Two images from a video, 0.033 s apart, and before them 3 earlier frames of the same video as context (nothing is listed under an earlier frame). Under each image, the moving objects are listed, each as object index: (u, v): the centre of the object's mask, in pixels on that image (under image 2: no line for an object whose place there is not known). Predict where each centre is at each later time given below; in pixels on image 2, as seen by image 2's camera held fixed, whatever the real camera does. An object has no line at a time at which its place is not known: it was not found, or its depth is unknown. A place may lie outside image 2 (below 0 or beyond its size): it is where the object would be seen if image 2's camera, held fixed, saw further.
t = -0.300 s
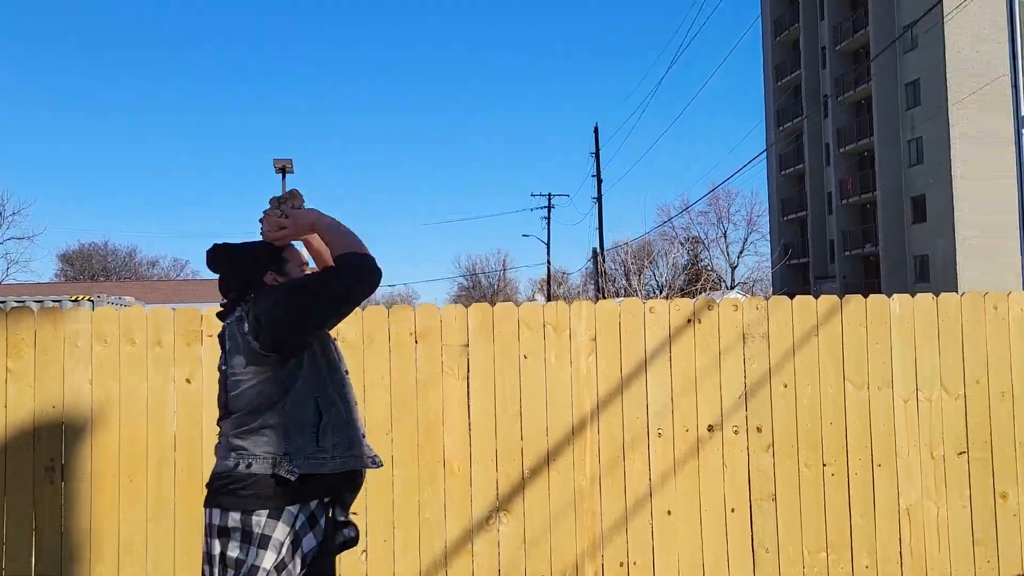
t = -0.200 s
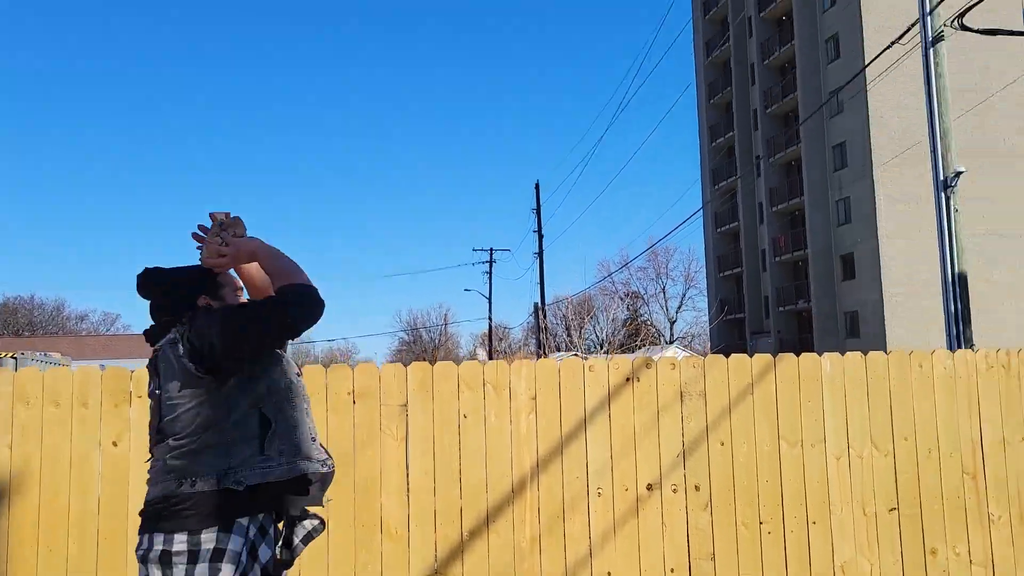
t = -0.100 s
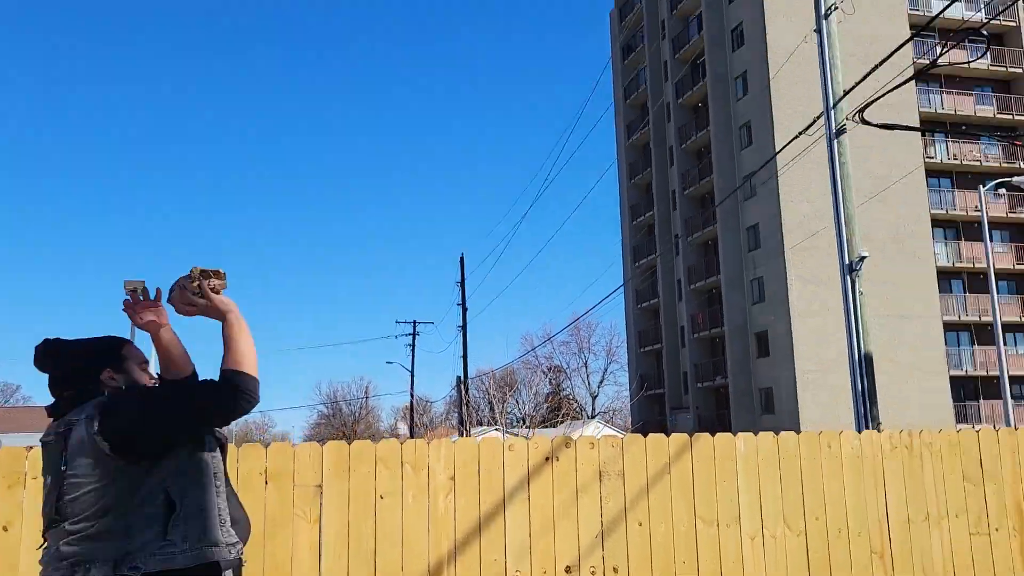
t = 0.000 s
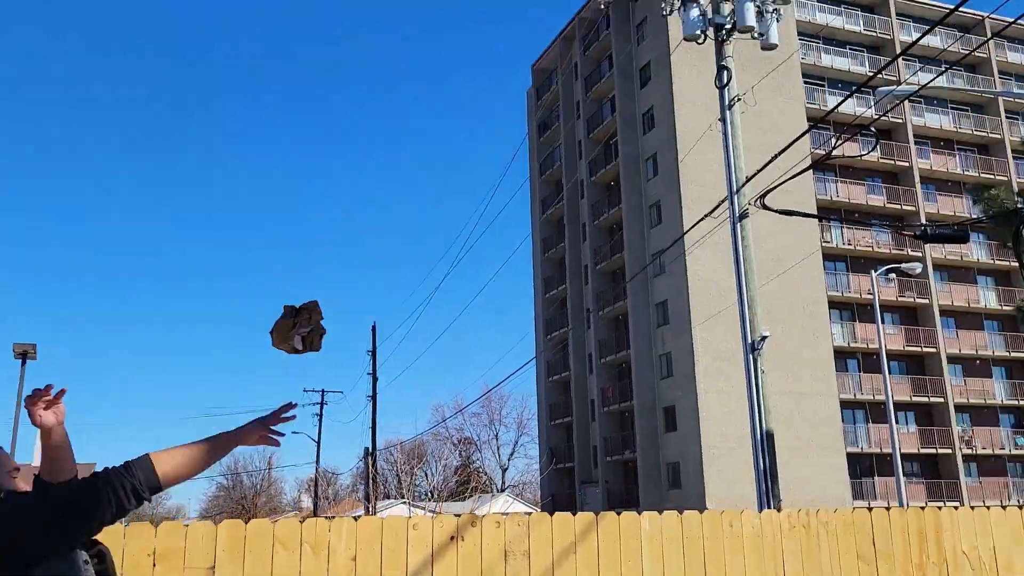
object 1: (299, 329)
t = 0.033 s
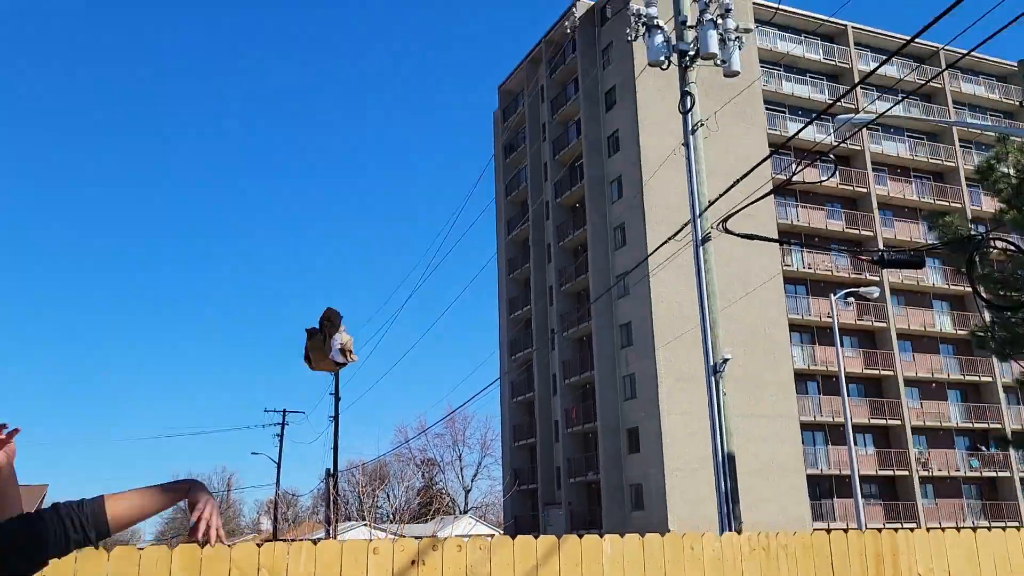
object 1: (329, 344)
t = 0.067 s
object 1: (389, 346)
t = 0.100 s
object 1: (444, 354)
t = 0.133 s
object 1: (499, 370)
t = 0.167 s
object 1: (554, 387)
